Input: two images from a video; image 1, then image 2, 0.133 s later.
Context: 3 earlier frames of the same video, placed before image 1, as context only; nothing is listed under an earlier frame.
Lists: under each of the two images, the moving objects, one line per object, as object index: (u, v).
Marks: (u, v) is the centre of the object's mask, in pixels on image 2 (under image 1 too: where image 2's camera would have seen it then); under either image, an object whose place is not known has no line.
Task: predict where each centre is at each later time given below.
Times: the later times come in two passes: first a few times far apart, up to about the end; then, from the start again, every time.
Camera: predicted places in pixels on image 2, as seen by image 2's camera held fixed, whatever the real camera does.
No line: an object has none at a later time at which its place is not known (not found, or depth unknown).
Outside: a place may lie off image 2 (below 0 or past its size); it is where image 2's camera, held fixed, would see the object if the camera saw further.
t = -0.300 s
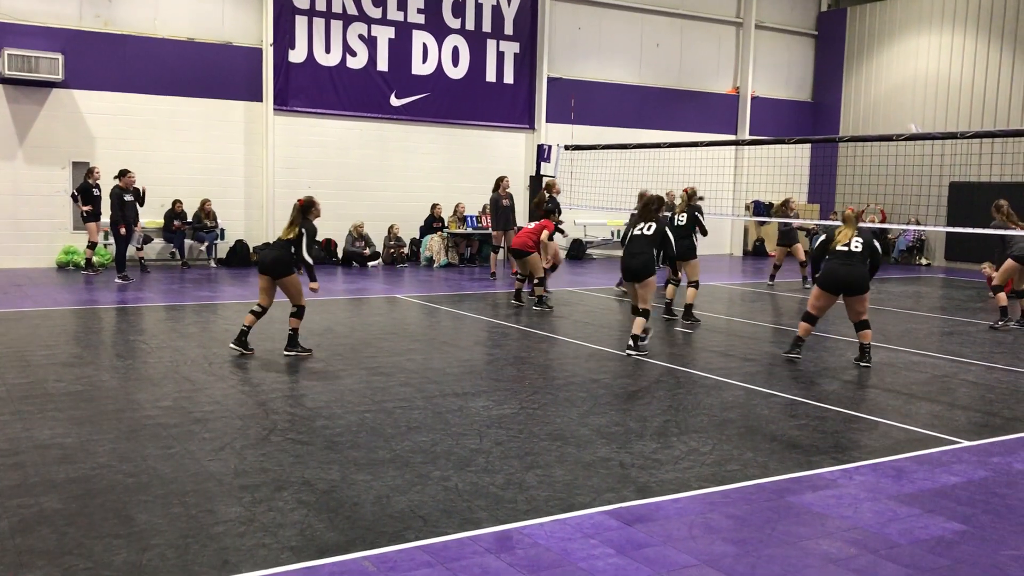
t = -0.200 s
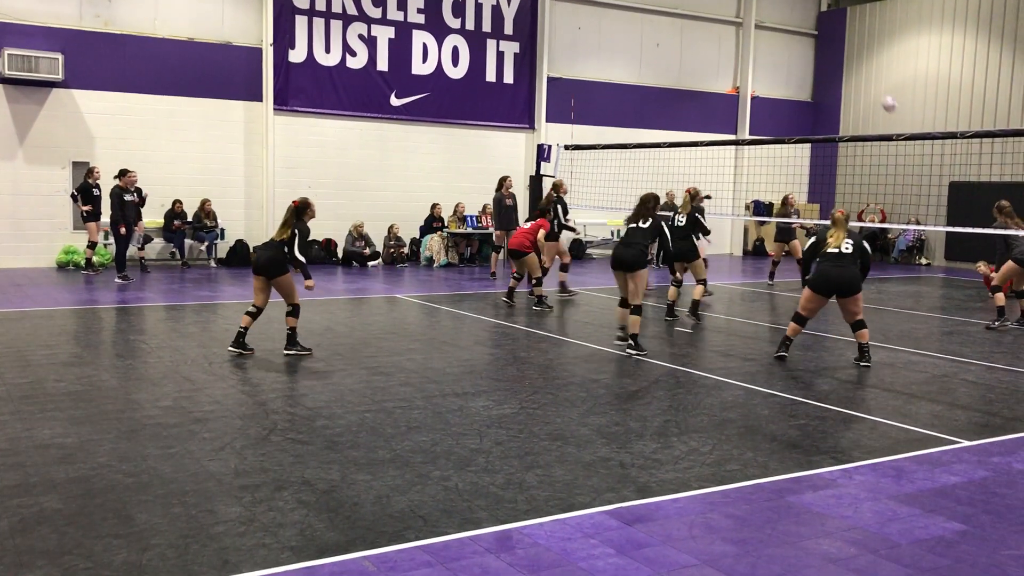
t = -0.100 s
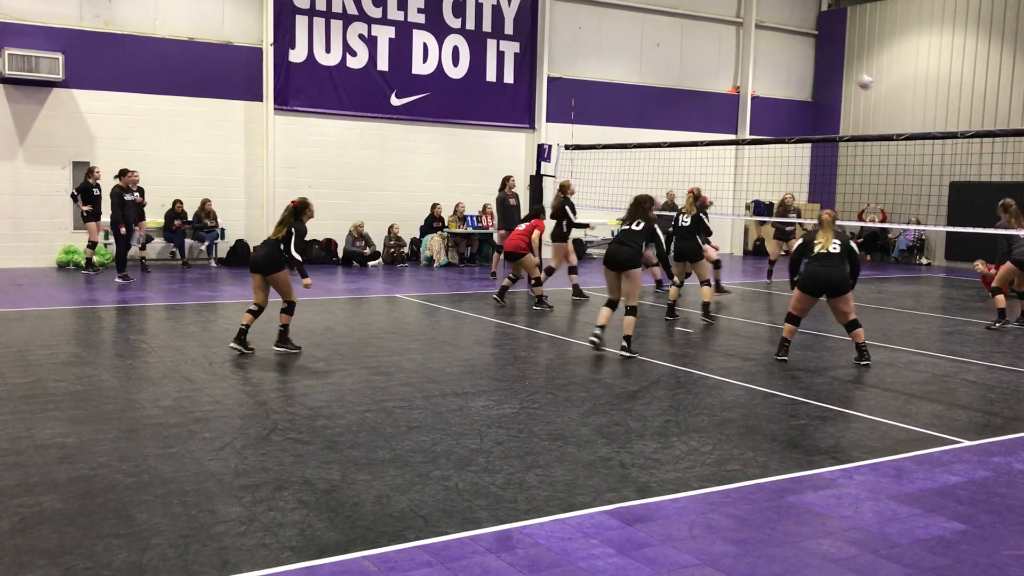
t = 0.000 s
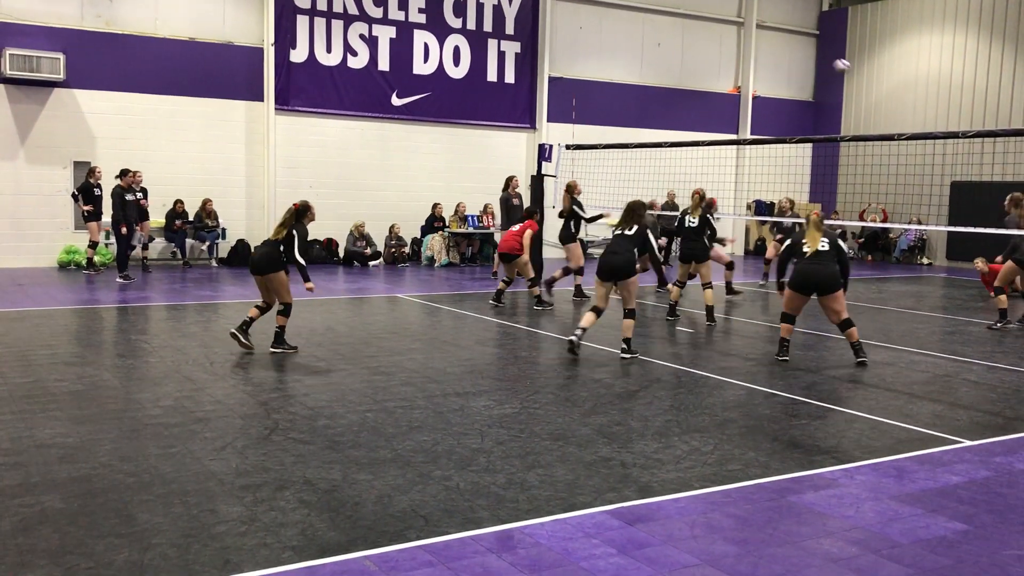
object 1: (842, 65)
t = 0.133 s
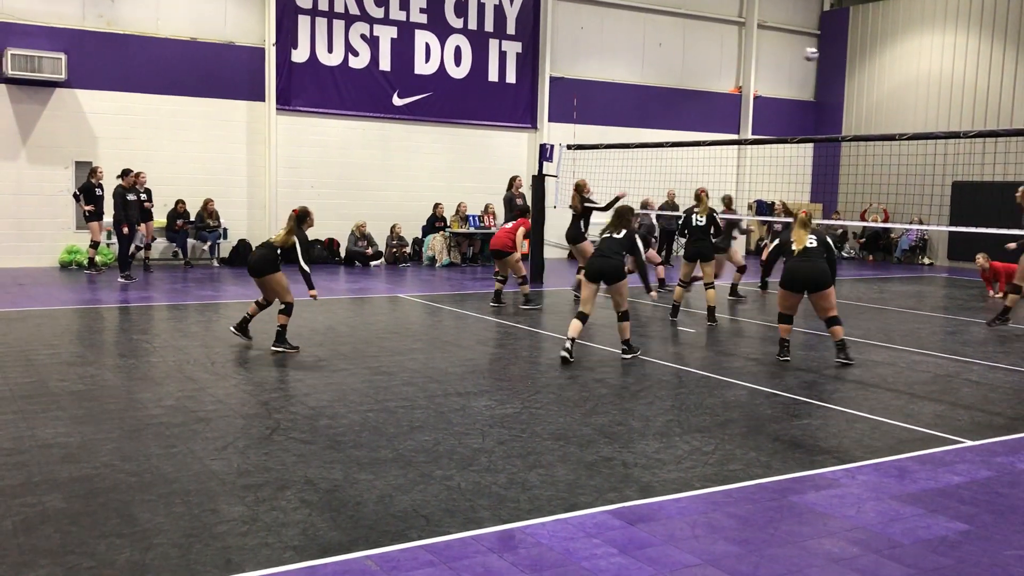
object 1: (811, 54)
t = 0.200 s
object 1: (794, 52)
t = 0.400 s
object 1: (744, 62)
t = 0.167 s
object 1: (803, 53)
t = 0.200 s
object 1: (794, 52)
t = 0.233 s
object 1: (786, 52)
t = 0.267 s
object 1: (778, 53)
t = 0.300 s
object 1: (769, 54)
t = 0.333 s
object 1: (762, 56)
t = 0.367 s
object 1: (754, 59)
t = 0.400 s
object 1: (744, 62)
